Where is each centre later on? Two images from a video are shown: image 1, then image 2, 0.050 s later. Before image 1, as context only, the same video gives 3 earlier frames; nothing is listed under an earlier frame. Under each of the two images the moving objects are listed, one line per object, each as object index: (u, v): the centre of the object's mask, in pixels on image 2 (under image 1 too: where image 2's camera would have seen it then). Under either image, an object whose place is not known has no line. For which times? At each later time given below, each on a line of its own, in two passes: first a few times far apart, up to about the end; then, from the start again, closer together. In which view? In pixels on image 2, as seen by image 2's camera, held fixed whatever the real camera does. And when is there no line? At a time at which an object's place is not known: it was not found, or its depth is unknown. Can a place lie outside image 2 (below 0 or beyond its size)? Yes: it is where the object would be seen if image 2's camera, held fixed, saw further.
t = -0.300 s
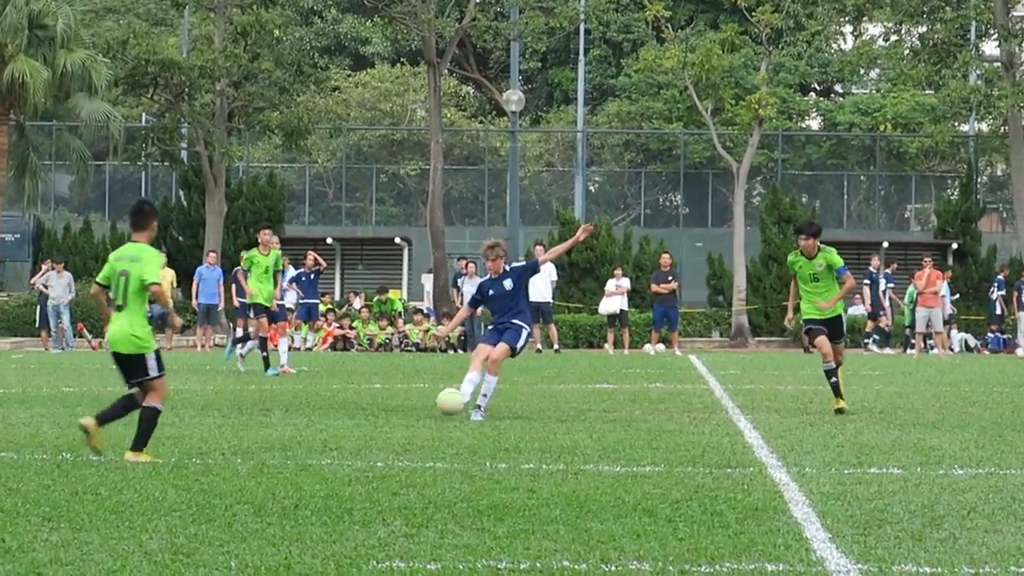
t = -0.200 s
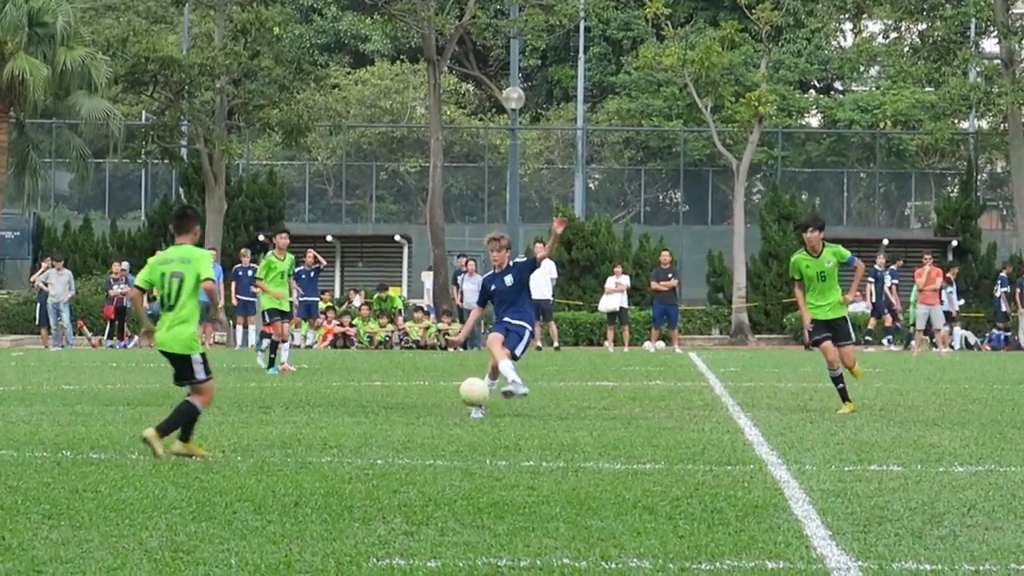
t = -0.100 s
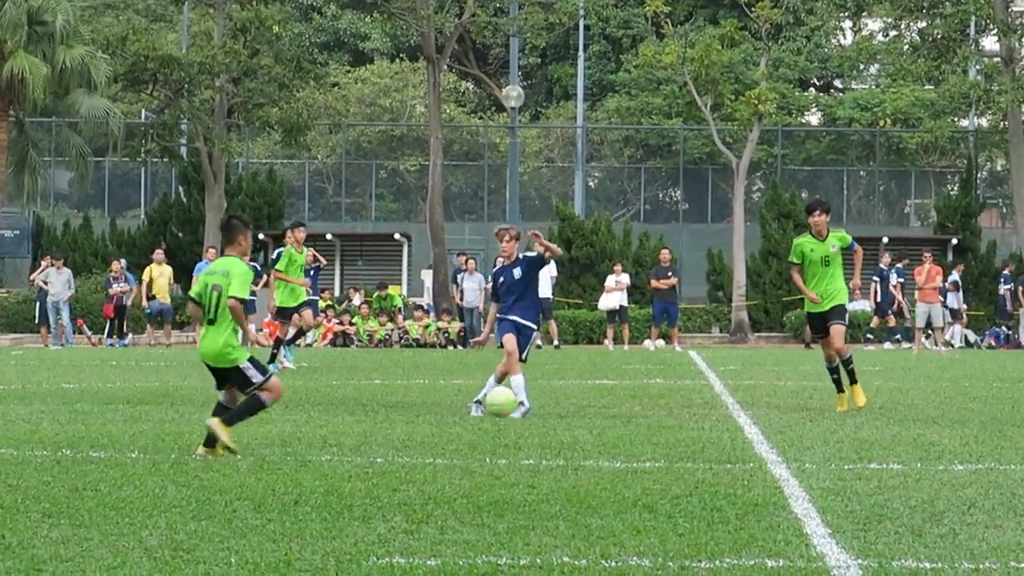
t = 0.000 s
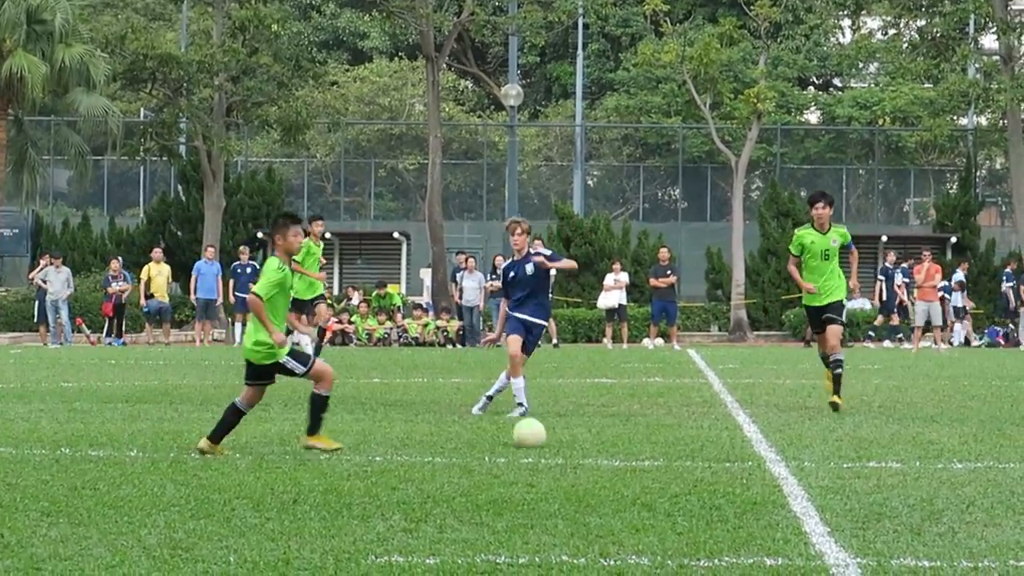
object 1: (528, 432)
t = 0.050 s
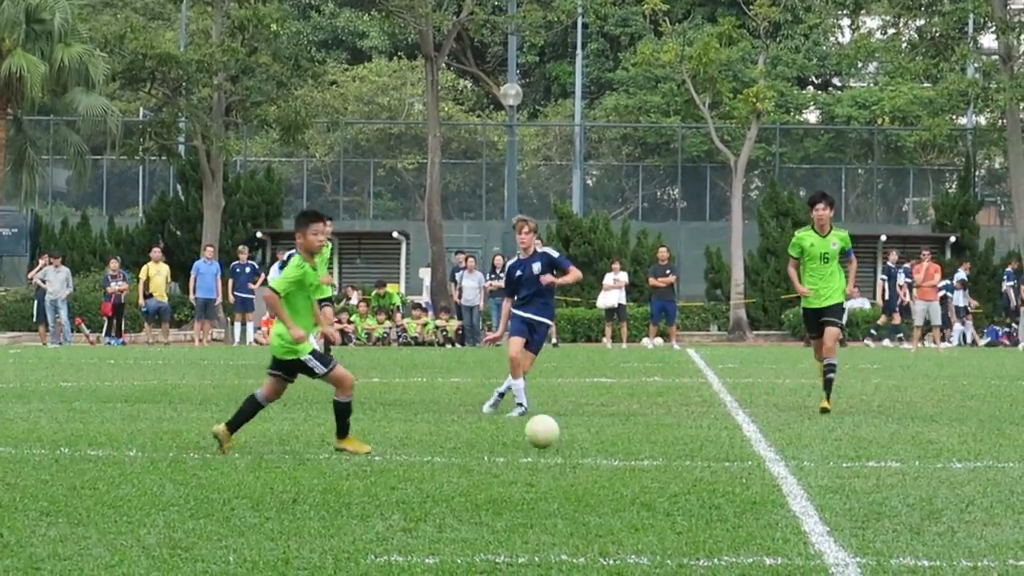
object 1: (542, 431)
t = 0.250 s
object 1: (598, 454)
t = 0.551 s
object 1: (688, 490)
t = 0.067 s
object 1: (546, 430)
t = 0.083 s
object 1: (551, 430)
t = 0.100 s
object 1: (556, 431)
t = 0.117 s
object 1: (560, 432)
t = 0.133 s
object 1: (565, 433)
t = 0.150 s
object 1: (569, 437)
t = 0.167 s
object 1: (574, 441)
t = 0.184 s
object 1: (579, 445)
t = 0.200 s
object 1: (584, 449)
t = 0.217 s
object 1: (590, 453)
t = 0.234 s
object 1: (594, 454)
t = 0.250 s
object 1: (598, 454)
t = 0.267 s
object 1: (603, 454)
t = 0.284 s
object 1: (608, 454)
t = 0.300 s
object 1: (613, 455)
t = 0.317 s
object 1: (617, 457)
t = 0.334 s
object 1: (622, 460)
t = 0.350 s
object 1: (627, 463)
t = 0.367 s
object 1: (632, 467)
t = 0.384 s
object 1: (637, 470)
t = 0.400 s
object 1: (642, 475)
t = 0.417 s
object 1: (647, 475)
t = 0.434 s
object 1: (652, 476)
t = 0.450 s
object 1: (657, 477)
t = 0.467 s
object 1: (662, 477)
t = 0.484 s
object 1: (667, 478)
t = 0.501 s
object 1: (673, 480)
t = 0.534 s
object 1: (683, 486)
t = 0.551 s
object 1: (688, 490)
